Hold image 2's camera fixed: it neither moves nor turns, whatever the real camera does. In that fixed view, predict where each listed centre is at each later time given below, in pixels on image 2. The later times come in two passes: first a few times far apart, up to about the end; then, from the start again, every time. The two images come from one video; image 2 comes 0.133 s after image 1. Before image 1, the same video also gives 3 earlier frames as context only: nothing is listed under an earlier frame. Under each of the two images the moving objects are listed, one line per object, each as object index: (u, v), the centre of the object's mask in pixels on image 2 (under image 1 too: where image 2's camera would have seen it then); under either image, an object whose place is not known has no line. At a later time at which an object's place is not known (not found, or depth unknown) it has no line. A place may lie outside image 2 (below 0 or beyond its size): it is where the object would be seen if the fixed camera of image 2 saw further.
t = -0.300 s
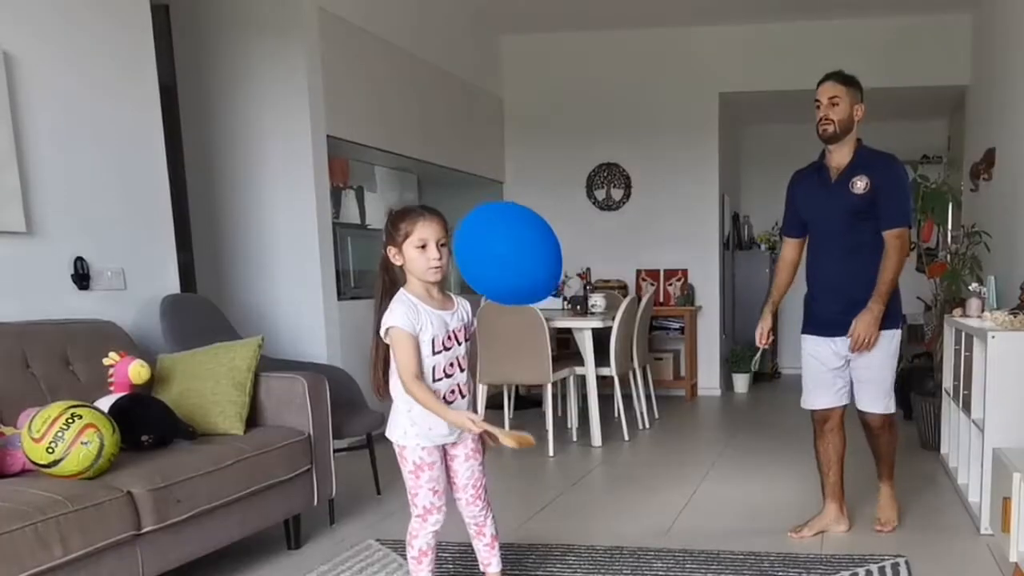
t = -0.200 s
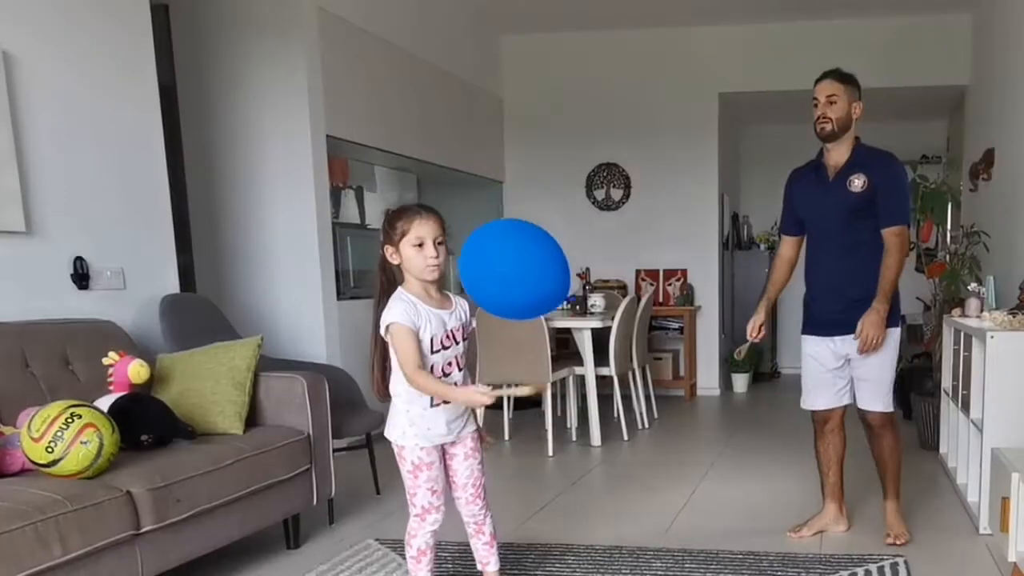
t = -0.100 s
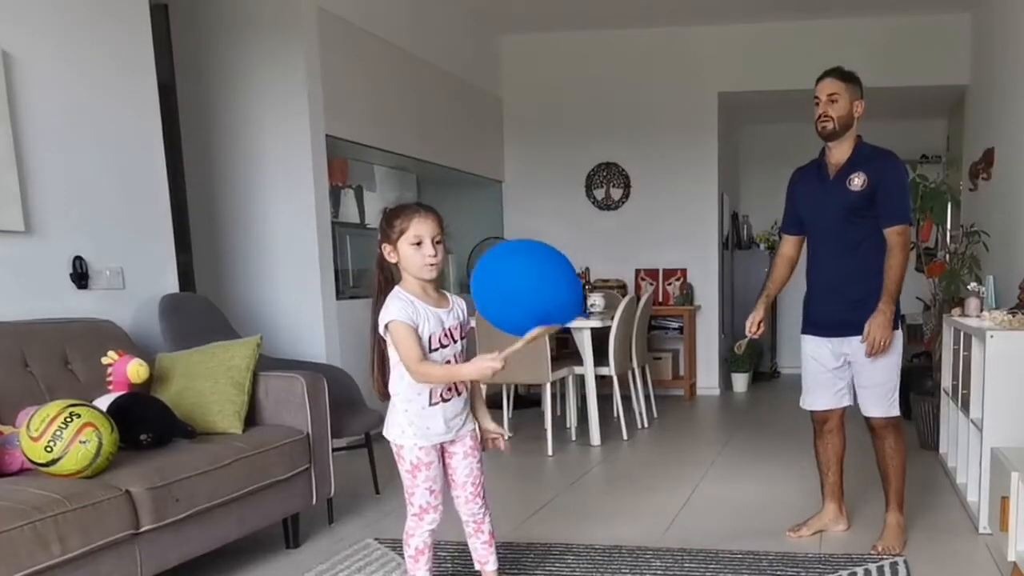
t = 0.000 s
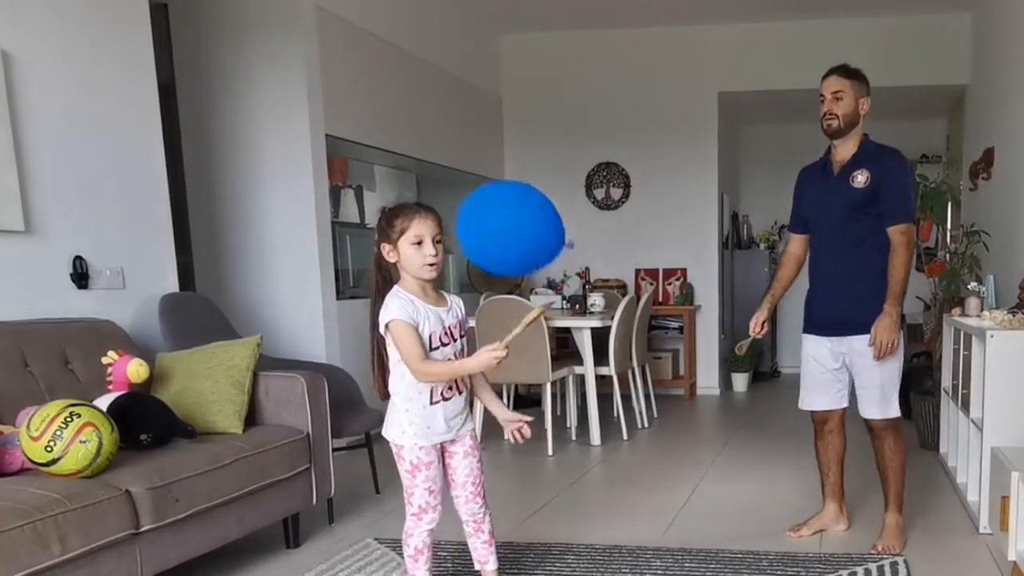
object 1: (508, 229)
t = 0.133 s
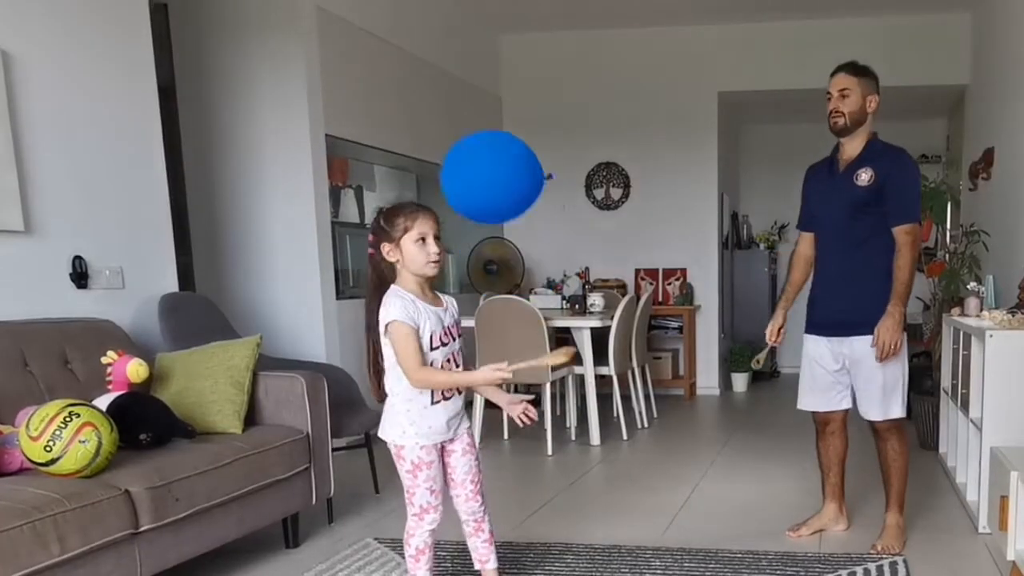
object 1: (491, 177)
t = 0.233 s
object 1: (478, 156)
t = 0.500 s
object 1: (444, 146)
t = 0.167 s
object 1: (487, 169)
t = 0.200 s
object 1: (483, 161)
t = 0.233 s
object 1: (478, 156)
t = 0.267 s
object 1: (474, 151)
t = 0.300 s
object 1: (470, 148)
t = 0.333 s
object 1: (465, 145)
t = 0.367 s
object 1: (461, 143)
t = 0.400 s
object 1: (457, 142)
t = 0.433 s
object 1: (453, 143)
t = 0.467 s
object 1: (449, 144)
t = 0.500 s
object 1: (444, 146)
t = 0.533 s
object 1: (441, 149)
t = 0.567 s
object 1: (437, 153)
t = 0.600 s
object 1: (433, 157)
